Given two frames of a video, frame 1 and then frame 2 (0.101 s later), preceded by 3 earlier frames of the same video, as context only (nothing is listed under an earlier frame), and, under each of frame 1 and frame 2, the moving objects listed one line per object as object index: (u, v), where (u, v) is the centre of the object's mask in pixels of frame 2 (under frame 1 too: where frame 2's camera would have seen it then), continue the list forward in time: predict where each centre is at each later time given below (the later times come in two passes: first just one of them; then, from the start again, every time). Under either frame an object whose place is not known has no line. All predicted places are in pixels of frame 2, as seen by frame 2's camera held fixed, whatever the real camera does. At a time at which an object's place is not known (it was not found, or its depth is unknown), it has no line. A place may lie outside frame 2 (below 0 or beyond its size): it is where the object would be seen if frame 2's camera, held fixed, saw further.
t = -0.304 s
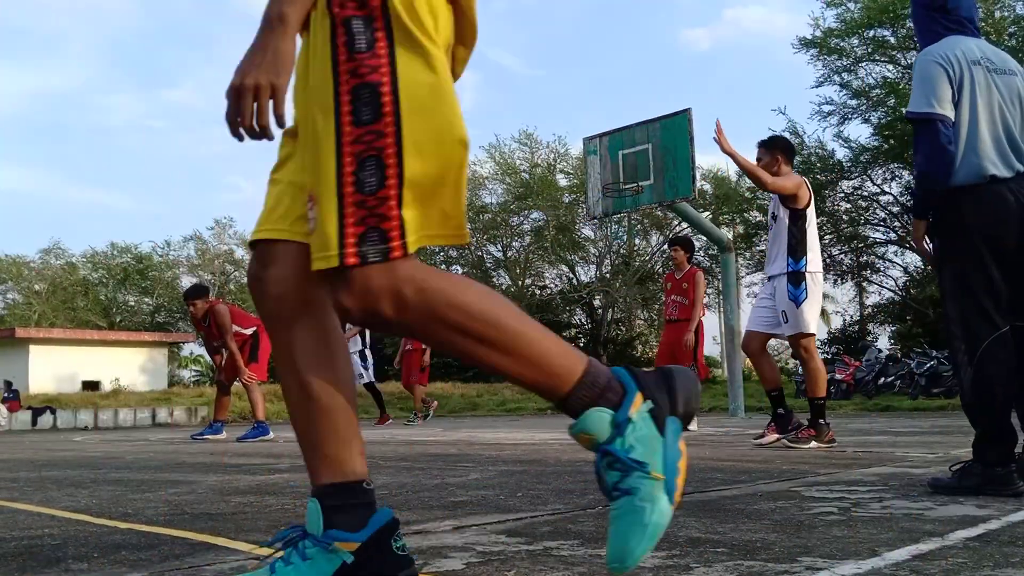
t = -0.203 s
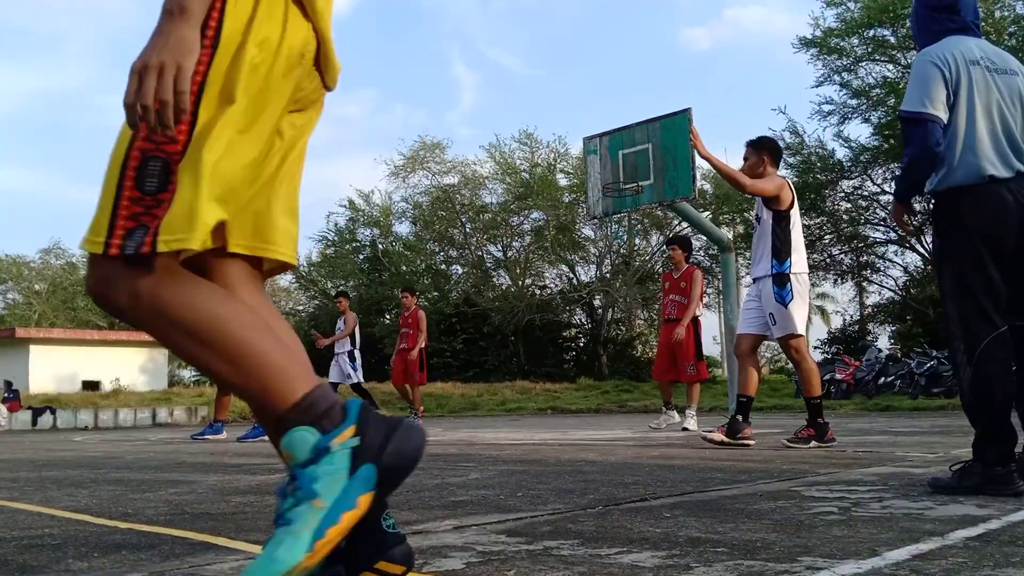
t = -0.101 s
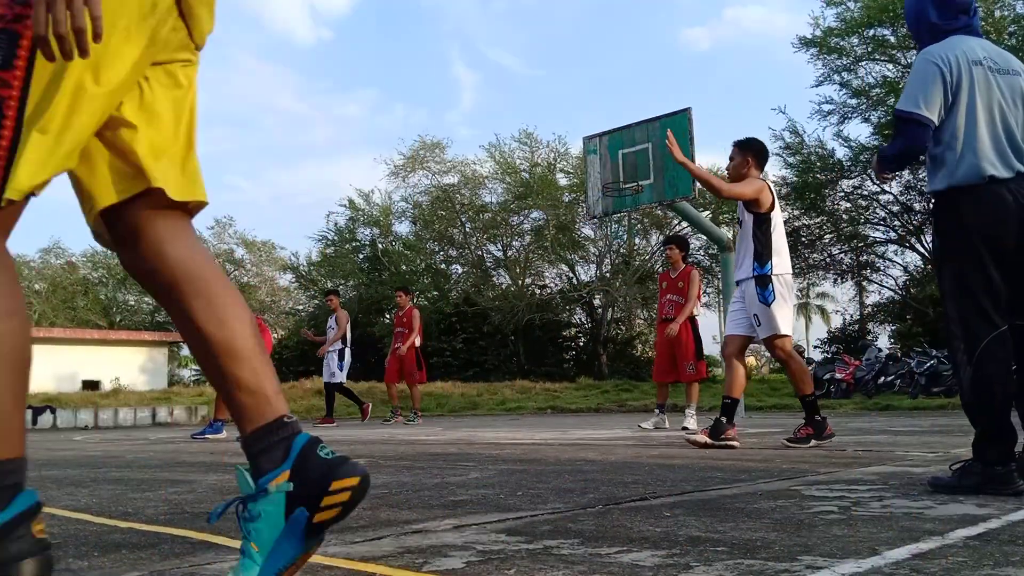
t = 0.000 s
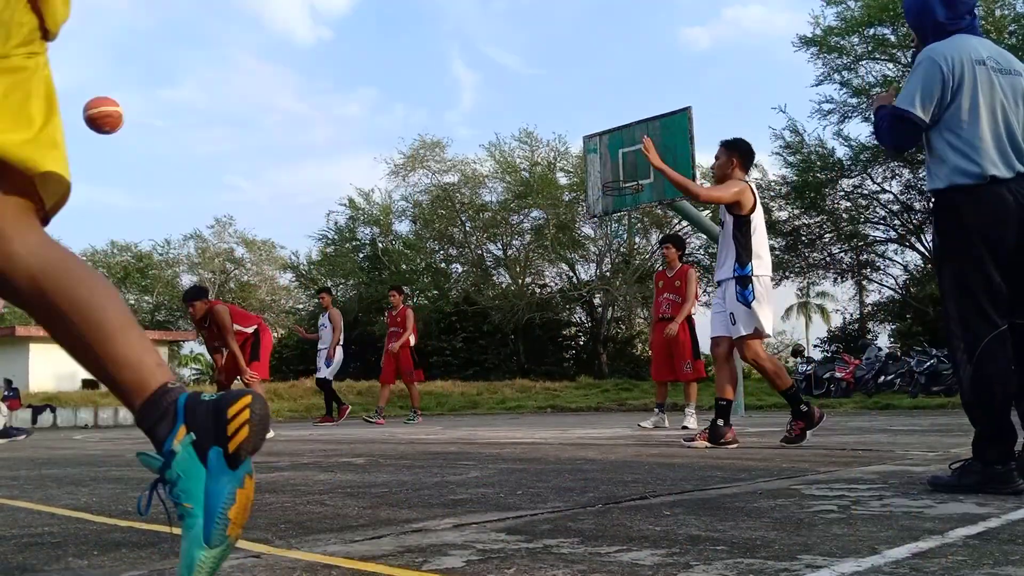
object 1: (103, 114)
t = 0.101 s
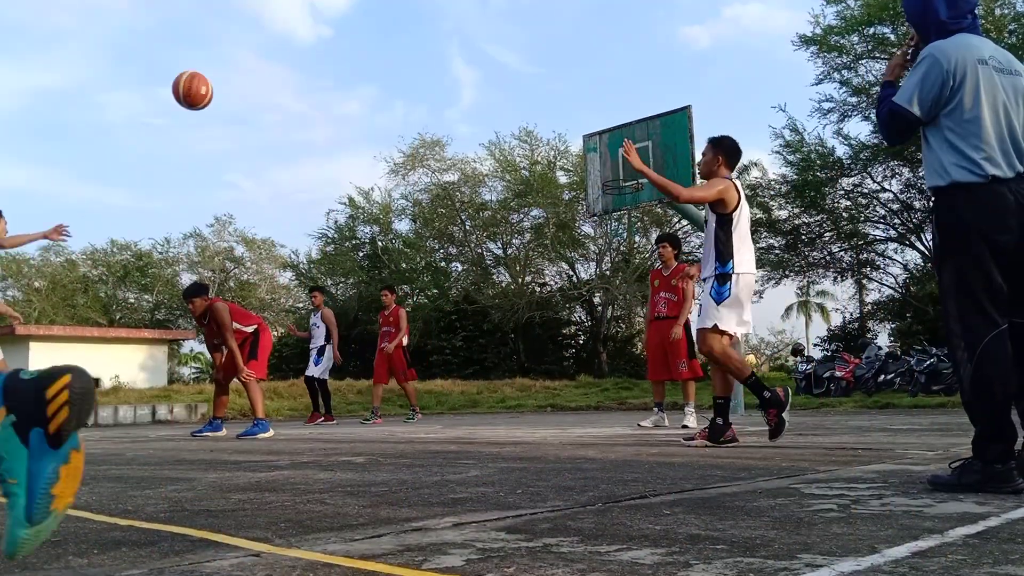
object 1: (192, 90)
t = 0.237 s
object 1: (317, 83)
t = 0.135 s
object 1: (223, 86)
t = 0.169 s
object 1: (254, 83)
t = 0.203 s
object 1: (285, 82)
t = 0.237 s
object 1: (317, 83)
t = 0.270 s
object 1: (349, 85)
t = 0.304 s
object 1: (381, 90)
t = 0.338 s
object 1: (413, 96)
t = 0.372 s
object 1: (446, 104)
